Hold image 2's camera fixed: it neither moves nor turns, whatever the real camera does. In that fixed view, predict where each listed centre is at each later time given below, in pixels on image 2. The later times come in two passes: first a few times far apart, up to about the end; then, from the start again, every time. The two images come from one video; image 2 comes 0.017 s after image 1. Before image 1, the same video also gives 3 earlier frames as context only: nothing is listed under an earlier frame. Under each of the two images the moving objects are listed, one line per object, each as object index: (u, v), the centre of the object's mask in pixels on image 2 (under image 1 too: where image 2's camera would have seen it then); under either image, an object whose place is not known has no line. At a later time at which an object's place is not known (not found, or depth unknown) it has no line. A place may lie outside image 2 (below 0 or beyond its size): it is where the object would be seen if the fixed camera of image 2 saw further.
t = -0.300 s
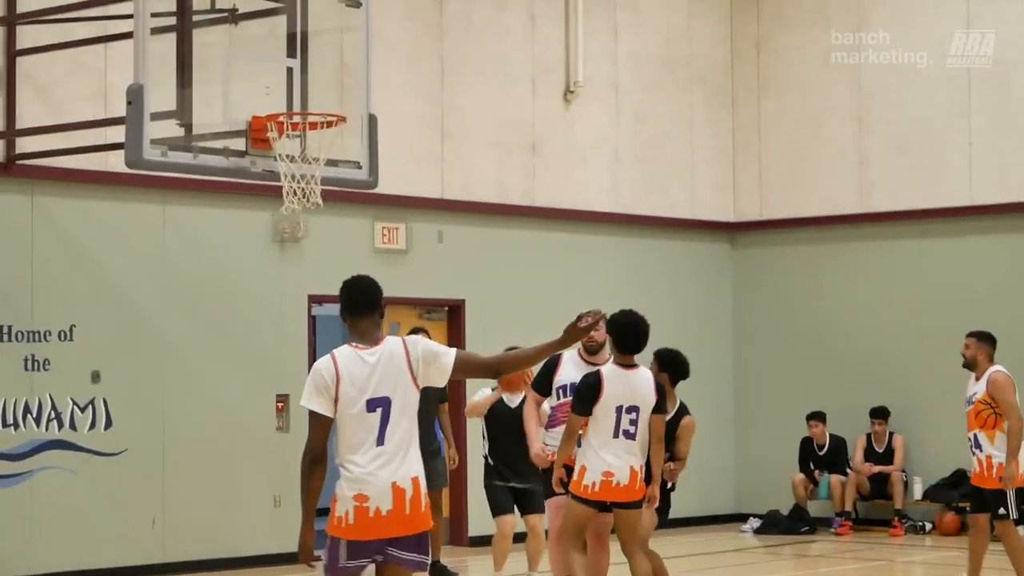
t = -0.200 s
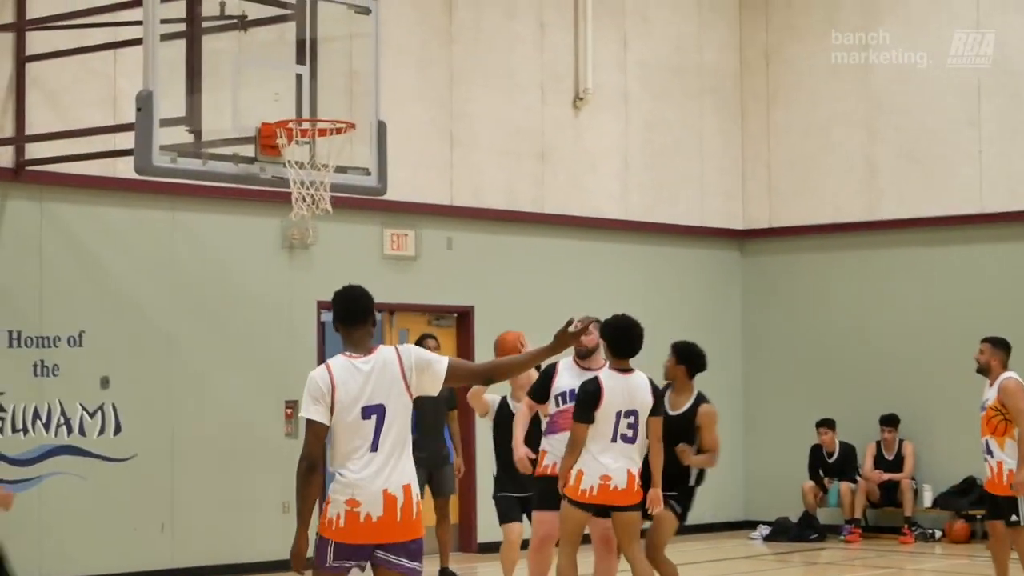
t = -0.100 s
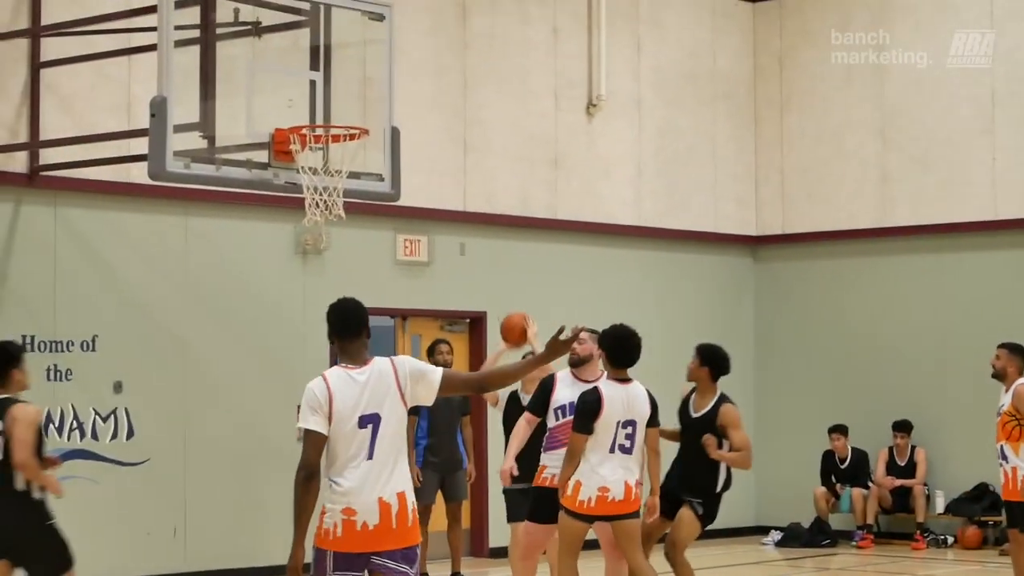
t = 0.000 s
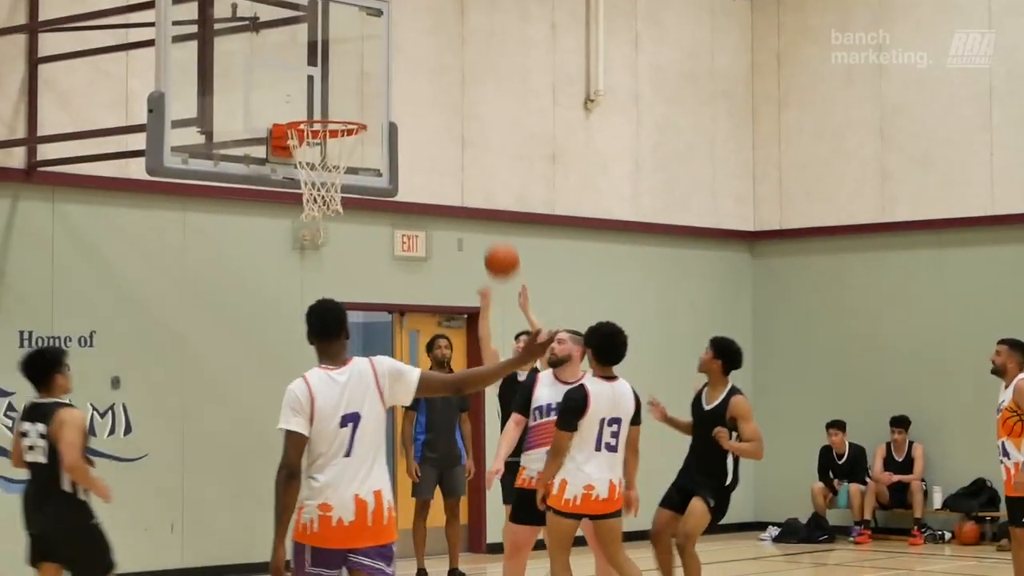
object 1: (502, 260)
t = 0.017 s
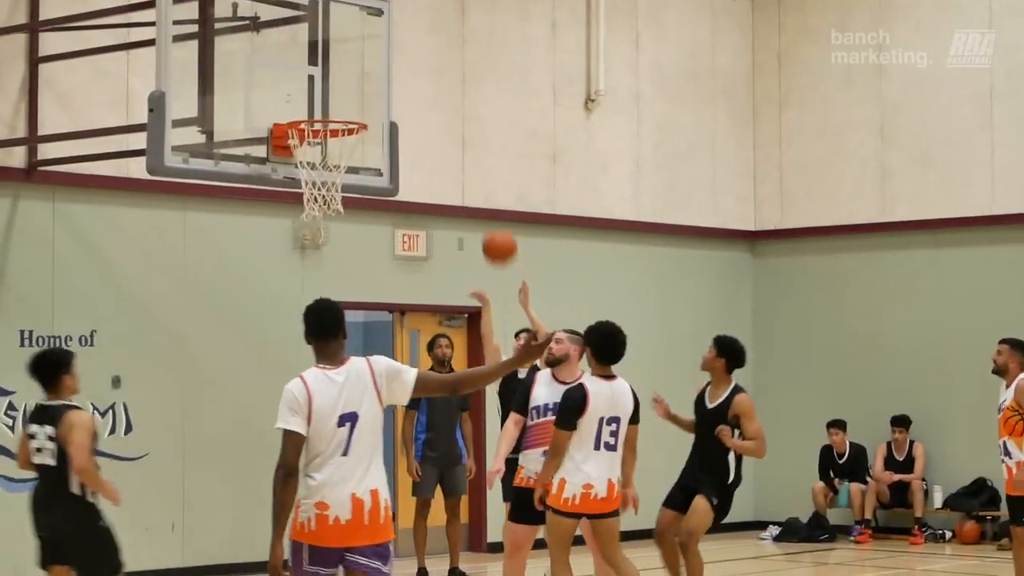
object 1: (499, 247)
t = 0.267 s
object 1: (455, 83)
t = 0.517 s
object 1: (410, 10)
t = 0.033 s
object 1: (496, 232)
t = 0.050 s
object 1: (494, 221)
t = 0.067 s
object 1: (491, 207)
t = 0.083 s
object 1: (488, 194)
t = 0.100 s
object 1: (485, 183)
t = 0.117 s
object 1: (482, 171)
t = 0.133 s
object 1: (479, 161)
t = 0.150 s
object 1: (476, 150)
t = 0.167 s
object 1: (473, 140)
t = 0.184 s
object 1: (470, 129)
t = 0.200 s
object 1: (467, 120)
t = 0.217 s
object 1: (464, 110)
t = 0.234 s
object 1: (461, 100)
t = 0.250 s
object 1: (458, 92)
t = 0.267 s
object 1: (455, 83)
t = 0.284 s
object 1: (452, 75)
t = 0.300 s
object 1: (449, 67)
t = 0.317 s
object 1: (446, 60)
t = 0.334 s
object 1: (443, 53)
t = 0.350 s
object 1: (440, 47)
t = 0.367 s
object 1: (438, 40)
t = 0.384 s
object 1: (434, 35)
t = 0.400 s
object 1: (431, 29)
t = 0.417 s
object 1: (428, 24)
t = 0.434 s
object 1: (425, 20)
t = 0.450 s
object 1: (422, 16)
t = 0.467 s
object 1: (419, 14)
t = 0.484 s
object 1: (416, 12)
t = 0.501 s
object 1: (413, 11)
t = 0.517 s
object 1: (410, 10)
